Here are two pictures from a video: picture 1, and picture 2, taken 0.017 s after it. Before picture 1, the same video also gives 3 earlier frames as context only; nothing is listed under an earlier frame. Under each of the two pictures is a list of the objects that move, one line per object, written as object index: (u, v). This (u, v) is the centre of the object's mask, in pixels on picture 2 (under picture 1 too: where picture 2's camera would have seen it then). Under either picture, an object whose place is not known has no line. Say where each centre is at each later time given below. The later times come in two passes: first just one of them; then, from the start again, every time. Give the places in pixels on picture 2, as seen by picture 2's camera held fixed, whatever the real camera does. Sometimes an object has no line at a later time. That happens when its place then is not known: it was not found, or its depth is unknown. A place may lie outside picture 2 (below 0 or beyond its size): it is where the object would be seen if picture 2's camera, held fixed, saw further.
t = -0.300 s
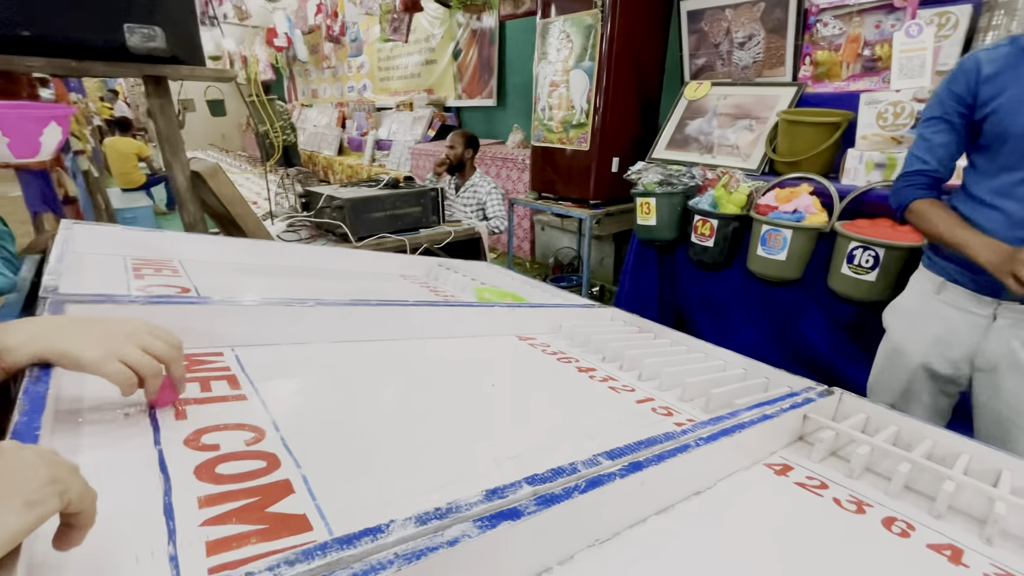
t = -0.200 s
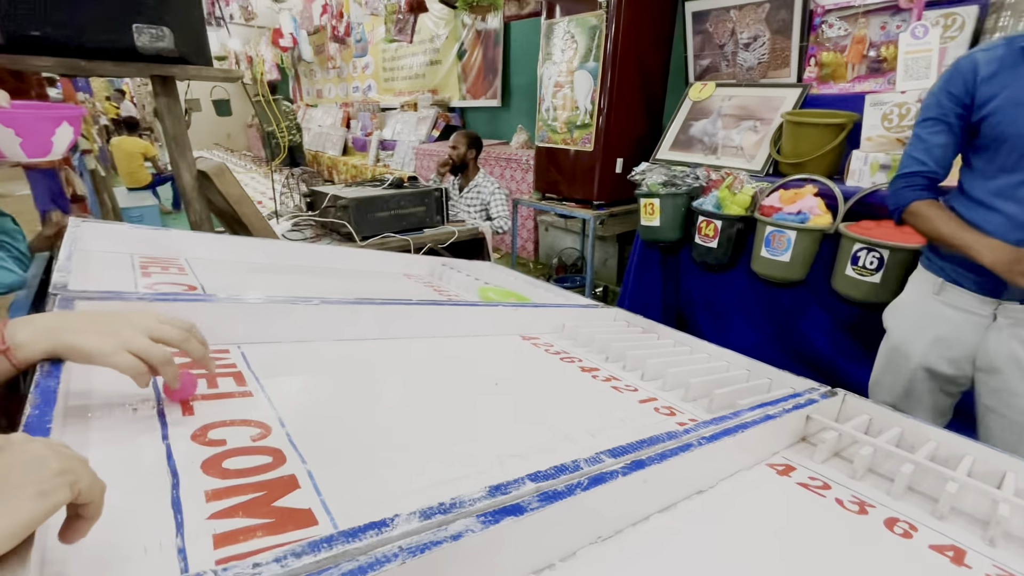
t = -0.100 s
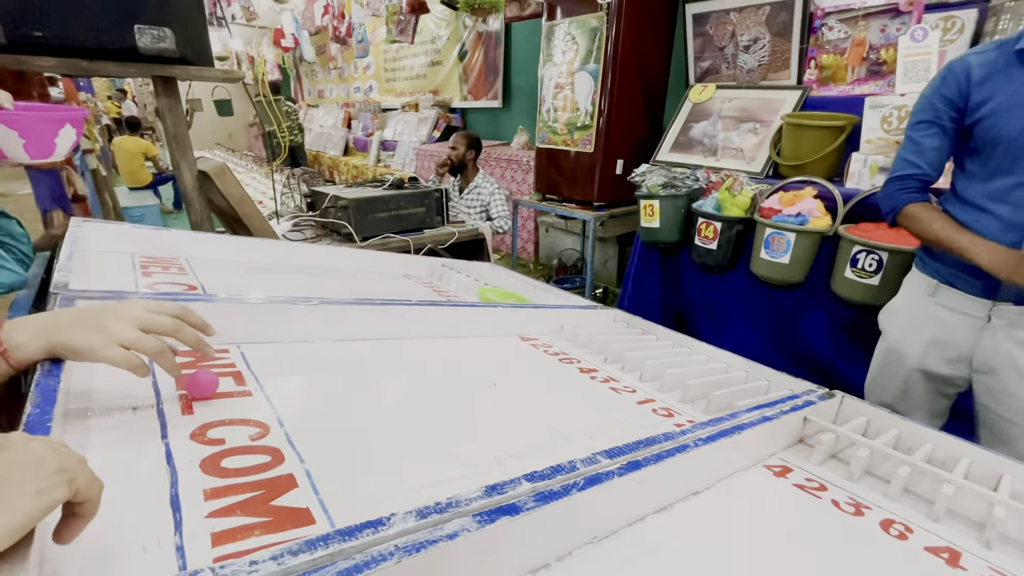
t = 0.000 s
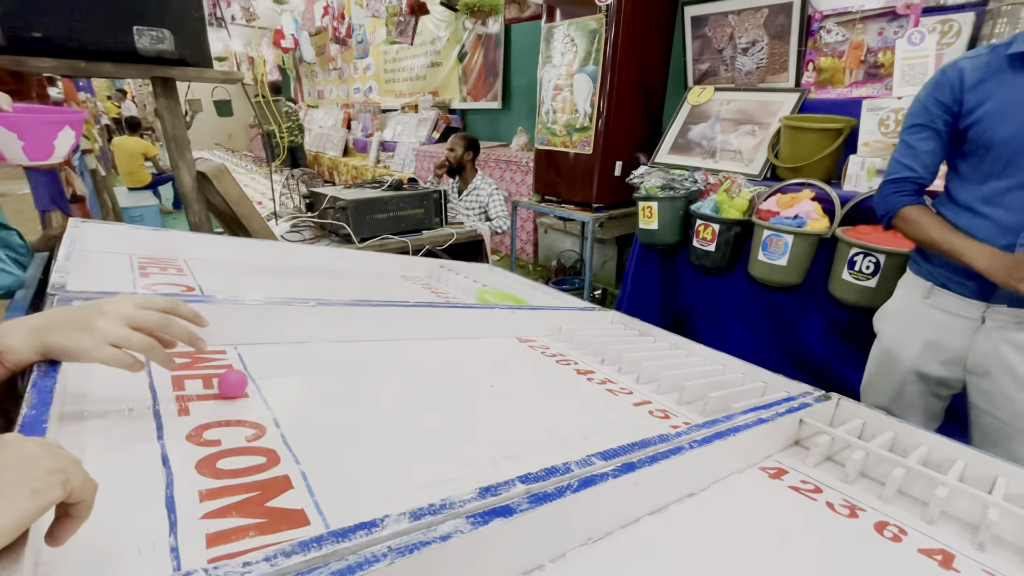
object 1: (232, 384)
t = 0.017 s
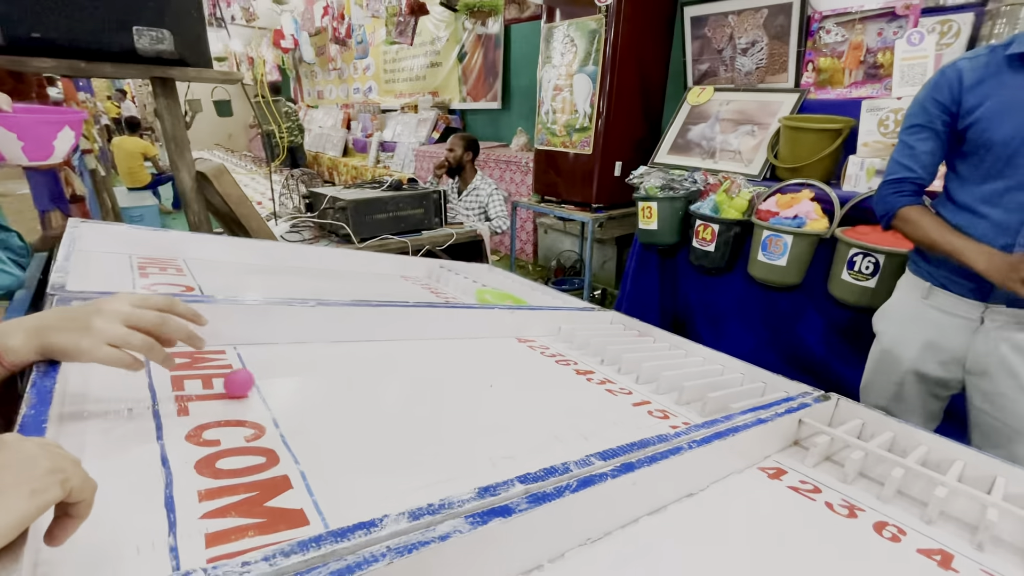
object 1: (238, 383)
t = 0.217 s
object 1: (332, 377)
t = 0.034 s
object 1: (244, 383)
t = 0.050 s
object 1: (252, 383)
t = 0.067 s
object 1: (260, 382)
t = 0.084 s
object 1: (266, 381)
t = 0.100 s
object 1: (275, 381)
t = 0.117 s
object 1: (283, 380)
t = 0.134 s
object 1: (290, 380)
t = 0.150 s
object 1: (299, 379)
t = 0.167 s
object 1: (307, 379)
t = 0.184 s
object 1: (315, 378)
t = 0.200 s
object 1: (324, 378)
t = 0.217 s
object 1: (332, 377)
